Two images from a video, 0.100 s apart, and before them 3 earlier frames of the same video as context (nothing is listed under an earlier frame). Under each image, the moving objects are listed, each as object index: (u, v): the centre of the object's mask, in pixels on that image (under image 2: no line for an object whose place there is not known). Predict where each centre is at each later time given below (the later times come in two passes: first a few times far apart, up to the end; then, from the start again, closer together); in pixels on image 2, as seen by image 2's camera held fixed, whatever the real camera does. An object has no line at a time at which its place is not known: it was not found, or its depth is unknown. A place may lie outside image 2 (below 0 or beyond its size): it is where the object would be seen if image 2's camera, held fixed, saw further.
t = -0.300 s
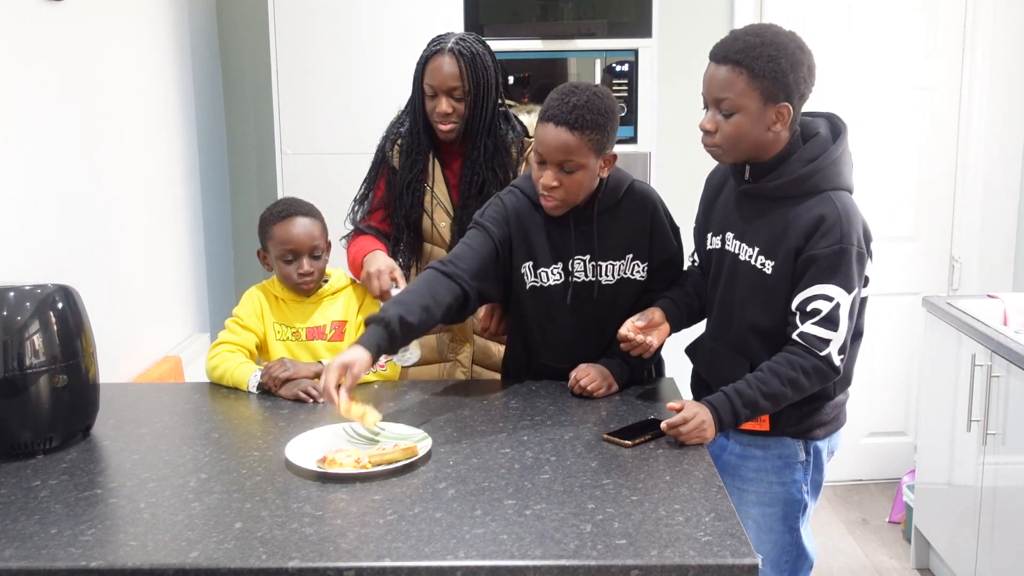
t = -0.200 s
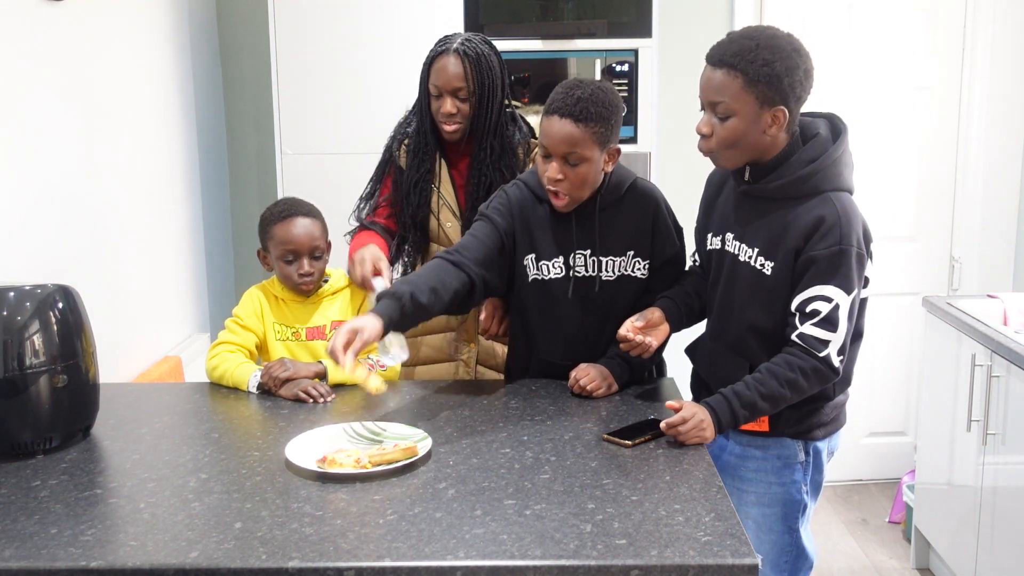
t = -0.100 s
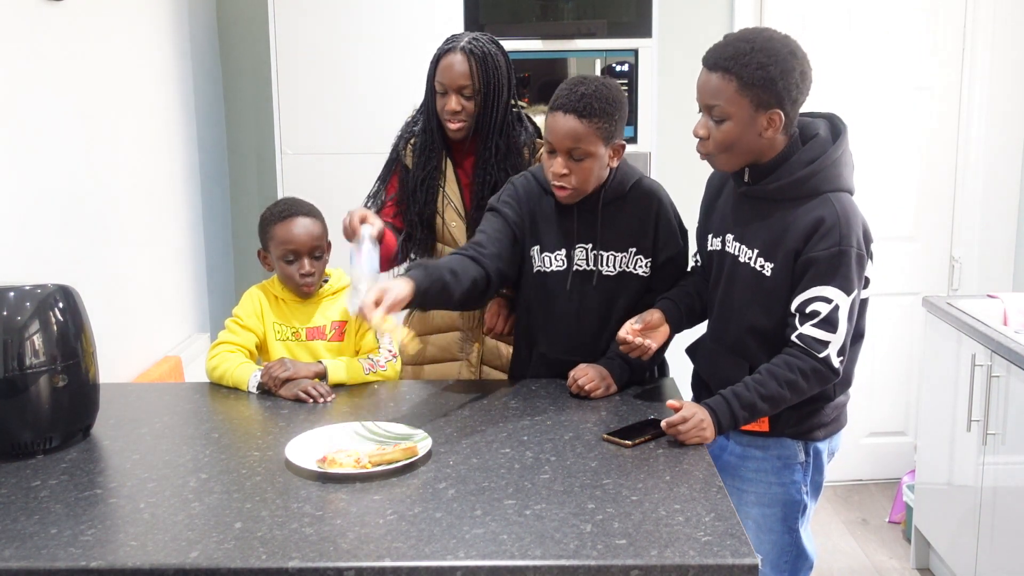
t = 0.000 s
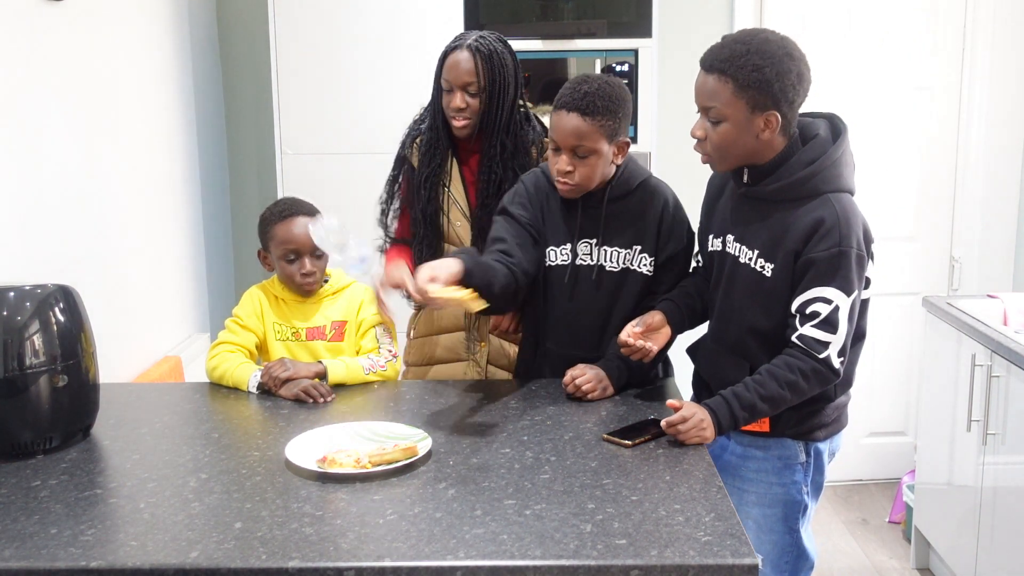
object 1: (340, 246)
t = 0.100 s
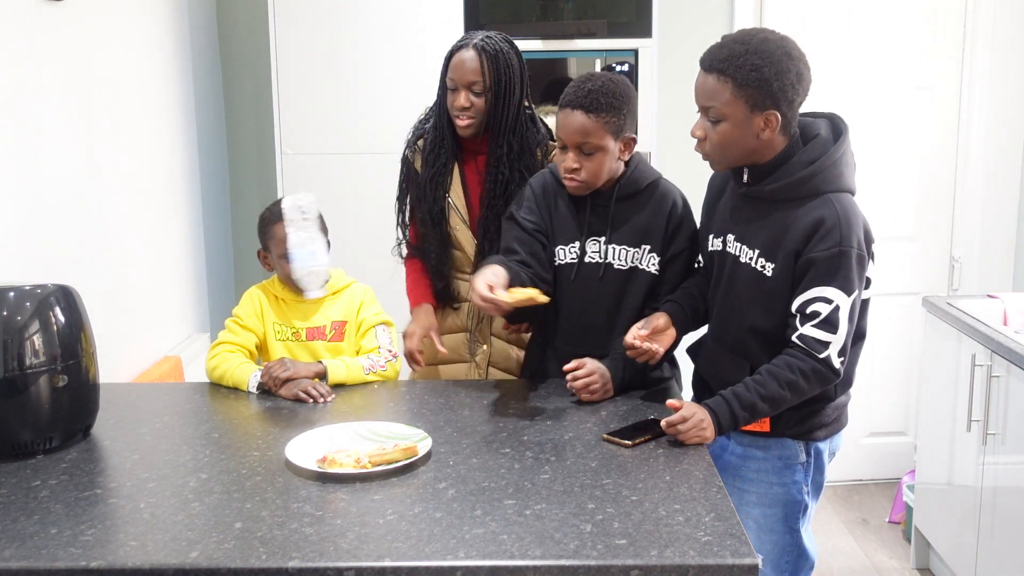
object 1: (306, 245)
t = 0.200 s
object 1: (273, 277)
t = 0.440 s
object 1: (206, 459)
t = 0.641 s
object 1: (159, 494)
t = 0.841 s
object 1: (122, 514)
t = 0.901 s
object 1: (112, 519)
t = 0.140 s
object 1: (292, 251)
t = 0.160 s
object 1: (286, 258)
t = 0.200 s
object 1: (273, 277)
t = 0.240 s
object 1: (261, 307)
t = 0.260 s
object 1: (255, 326)
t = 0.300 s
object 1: (241, 376)
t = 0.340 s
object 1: (230, 431)
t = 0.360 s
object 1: (228, 451)
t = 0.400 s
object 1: (216, 460)
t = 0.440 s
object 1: (206, 459)
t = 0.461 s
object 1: (201, 463)
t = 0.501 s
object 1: (189, 477)
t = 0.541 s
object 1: (180, 483)
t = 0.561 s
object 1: (175, 485)
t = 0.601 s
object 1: (166, 490)
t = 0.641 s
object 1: (159, 494)
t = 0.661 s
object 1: (155, 495)
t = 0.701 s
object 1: (148, 499)
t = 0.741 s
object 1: (141, 503)
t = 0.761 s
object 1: (137, 505)
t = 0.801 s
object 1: (129, 510)
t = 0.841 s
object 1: (122, 514)
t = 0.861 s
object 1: (118, 516)
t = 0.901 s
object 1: (112, 519)
